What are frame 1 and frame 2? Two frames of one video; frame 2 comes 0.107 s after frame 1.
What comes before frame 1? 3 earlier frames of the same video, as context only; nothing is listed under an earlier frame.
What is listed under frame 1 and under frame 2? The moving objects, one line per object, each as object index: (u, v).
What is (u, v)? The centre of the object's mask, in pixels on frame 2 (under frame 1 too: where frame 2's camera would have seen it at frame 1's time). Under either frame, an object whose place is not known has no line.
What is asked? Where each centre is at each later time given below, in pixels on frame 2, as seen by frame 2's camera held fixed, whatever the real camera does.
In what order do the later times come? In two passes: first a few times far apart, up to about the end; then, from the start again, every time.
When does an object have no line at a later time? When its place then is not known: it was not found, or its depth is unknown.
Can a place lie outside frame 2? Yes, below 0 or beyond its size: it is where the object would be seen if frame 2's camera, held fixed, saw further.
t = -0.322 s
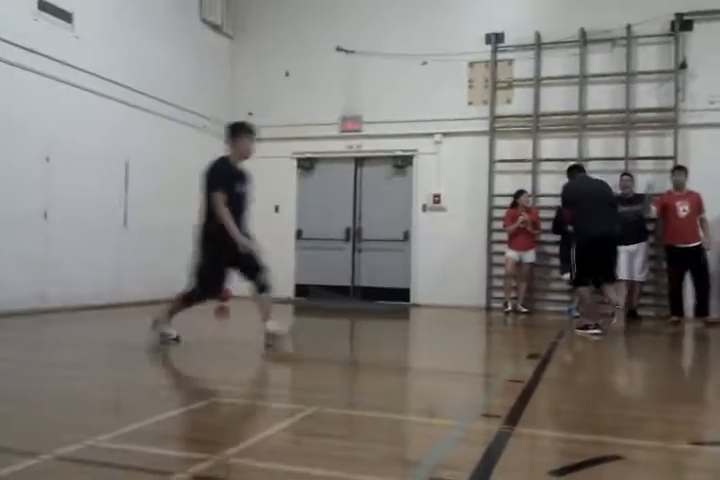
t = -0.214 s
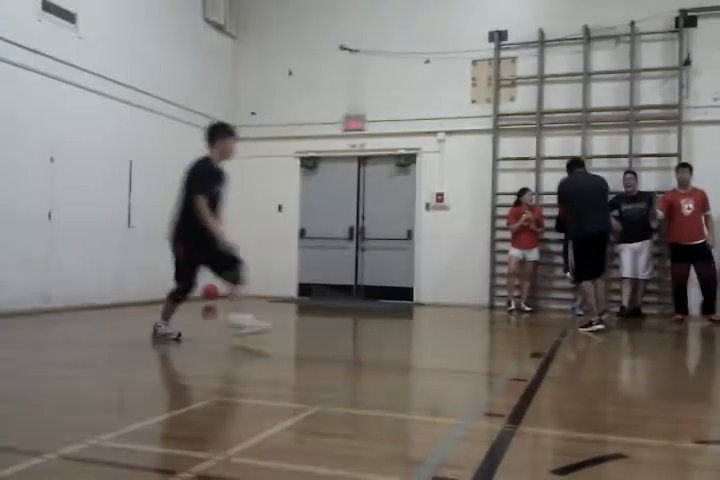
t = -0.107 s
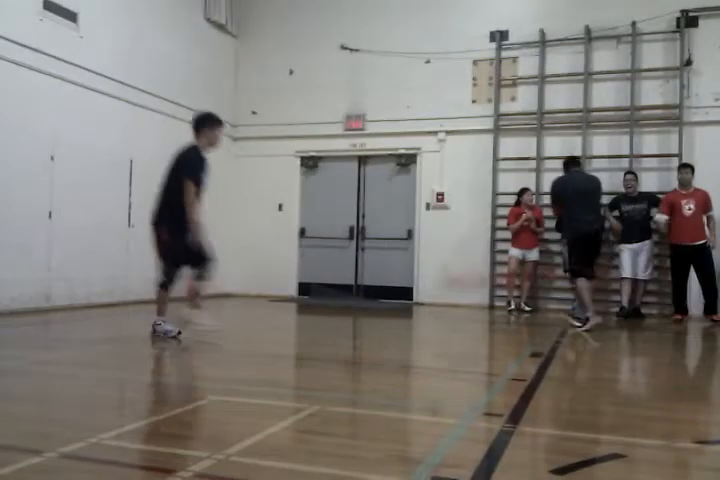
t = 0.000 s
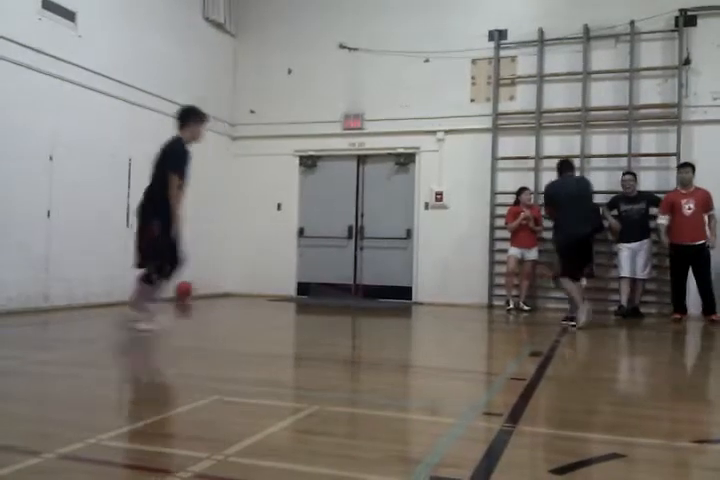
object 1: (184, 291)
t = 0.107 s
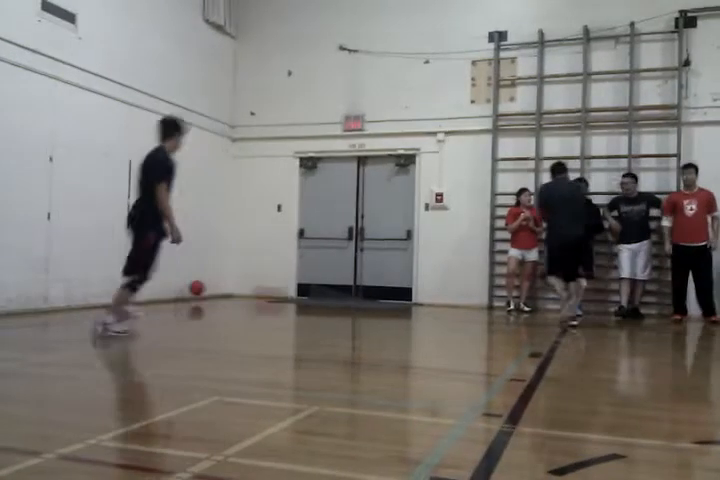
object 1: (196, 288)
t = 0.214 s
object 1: (208, 293)
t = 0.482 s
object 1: (224, 293)
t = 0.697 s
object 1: (236, 294)
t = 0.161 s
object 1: (202, 290)
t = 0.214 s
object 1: (208, 293)
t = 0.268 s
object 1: (211, 292)
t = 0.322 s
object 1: (214, 291)
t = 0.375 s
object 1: (218, 292)
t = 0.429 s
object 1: (221, 293)
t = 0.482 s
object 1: (224, 293)
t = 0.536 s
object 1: (227, 294)
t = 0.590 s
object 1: (230, 294)
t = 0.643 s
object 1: (233, 294)
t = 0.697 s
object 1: (236, 294)
